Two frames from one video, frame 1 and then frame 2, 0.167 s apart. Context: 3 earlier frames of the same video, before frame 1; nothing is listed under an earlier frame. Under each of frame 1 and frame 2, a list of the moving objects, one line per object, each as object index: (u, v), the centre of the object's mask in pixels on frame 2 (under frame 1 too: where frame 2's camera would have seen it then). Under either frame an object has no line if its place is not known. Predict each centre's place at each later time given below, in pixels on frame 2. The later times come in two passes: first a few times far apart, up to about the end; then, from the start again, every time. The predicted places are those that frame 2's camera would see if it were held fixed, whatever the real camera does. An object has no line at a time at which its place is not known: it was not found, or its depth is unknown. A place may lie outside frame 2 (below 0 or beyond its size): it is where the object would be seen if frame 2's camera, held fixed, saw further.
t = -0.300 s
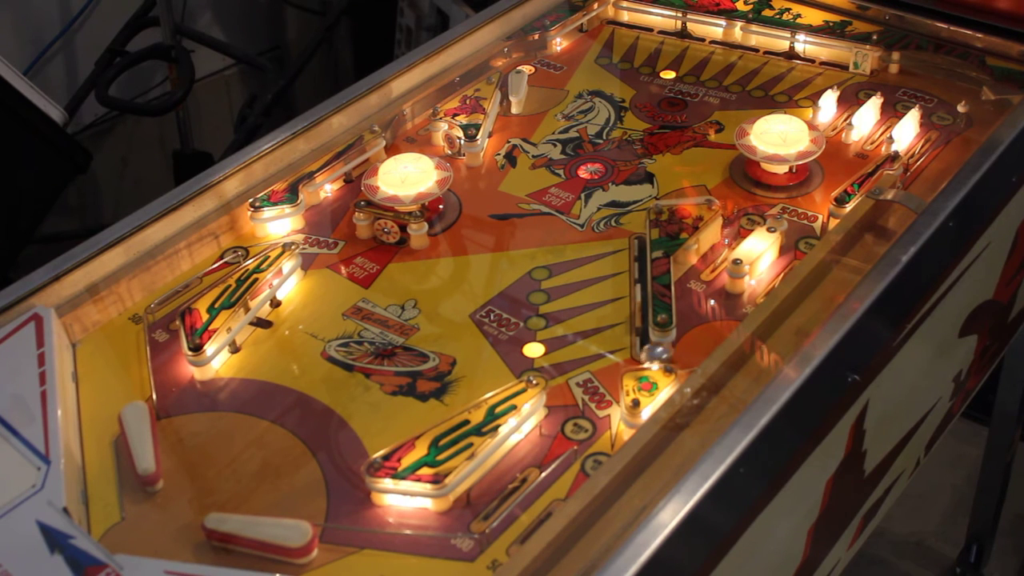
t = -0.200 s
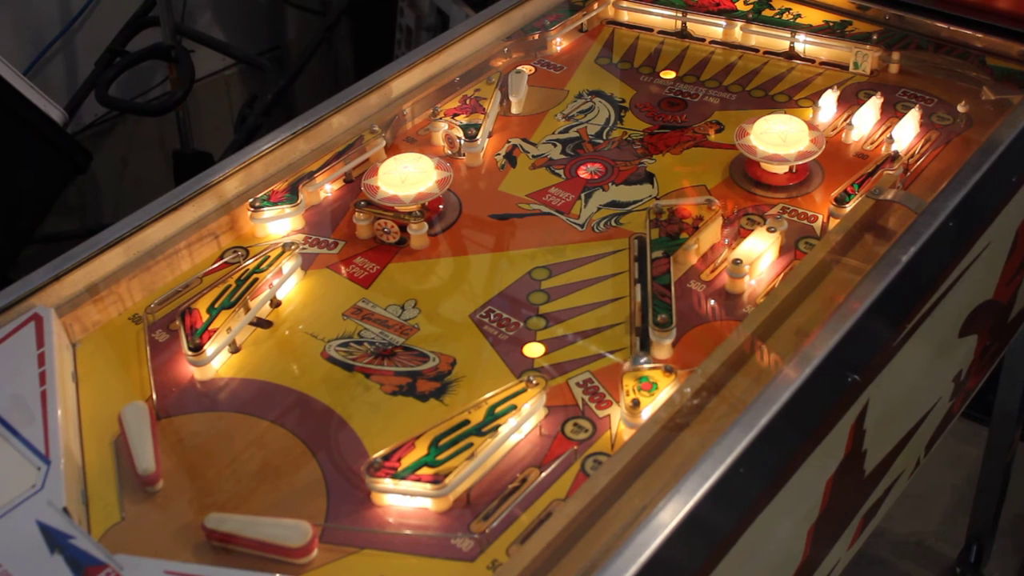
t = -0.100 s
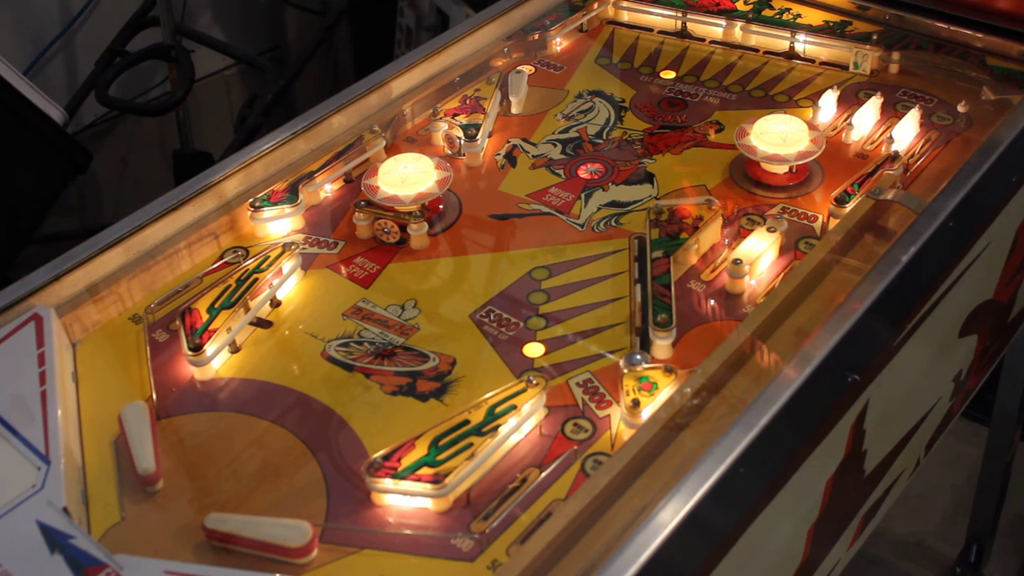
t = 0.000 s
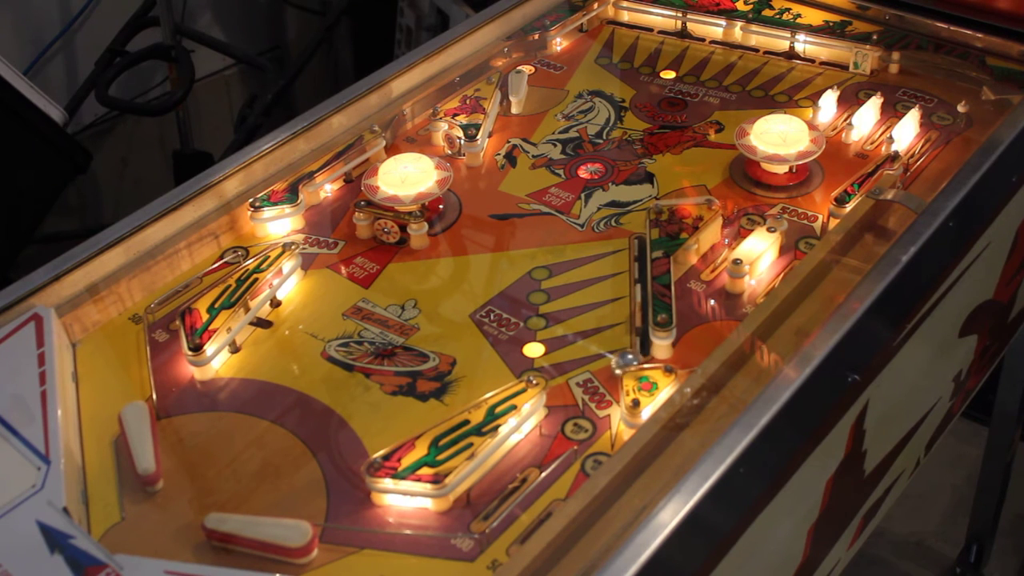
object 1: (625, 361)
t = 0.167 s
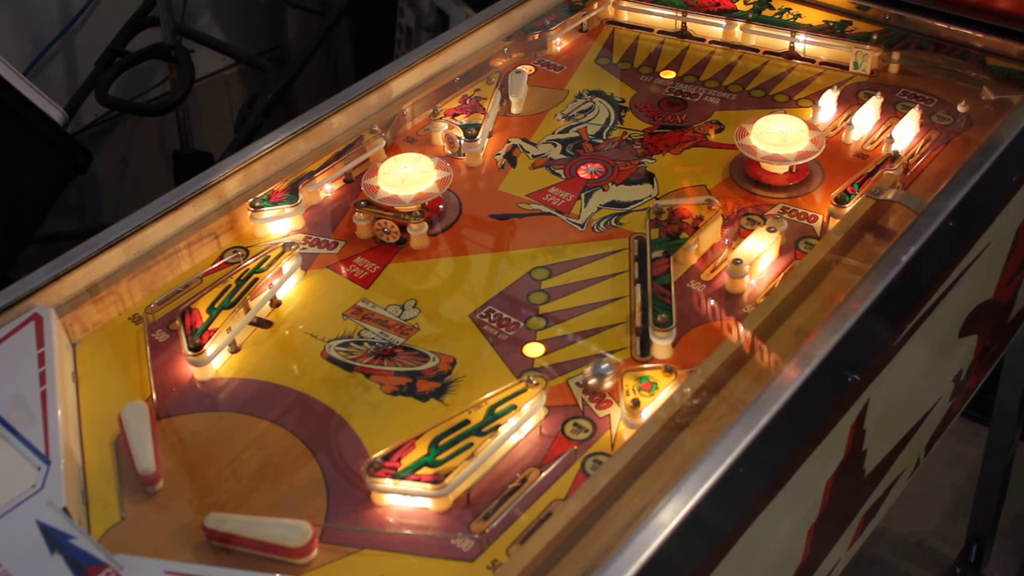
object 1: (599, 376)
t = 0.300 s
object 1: (569, 393)
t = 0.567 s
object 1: (598, 409)
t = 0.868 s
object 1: (572, 427)
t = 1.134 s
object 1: (562, 433)
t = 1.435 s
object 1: (506, 481)
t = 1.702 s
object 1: (462, 516)
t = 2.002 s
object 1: (470, 517)
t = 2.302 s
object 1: (440, 518)
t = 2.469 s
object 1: (408, 517)
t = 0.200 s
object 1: (593, 380)
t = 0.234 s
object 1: (587, 384)
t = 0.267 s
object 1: (579, 388)
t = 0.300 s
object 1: (569, 393)
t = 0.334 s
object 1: (564, 399)
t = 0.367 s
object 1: (570, 399)
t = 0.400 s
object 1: (579, 400)
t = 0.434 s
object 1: (586, 401)
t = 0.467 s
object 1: (593, 403)
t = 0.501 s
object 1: (596, 407)
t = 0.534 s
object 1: (601, 409)
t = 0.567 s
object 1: (598, 409)
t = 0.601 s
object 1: (593, 411)
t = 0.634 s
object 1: (588, 413)
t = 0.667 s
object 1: (581, 414)
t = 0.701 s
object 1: (574, 416)
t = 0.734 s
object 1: (566, 419)
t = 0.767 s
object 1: (563, 420)
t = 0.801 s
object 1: (566, 422)
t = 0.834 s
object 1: (570, 425)
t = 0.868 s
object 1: (572, 427)
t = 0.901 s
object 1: (573, 429)
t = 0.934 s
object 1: (573, 429)
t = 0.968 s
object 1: (573, 429)
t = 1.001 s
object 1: (572, 428)
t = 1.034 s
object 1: (571, 428)
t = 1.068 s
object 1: (568, 429)
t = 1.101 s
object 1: (565, 431)
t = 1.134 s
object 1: (562, 433)
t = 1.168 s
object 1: (557, 436)
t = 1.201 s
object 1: (553, 439)
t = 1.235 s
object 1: (548, 443)
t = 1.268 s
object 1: (541, 448)
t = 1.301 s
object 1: (535, 453)
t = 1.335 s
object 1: (528, 459)
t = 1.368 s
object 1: (523, 465)
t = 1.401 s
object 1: (517, 473)
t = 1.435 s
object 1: (506, 481)
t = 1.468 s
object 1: (498, 490)
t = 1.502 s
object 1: (487, 500)
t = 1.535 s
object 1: (476, 510)
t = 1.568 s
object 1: (464, 516)
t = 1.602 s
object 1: (457, 513)
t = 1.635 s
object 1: (455, 515)
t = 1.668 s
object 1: (457, 517)
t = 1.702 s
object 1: (462, 516)
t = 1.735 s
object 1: (466, 514)
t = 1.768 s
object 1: (468, 513)
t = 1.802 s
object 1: (470, 513)
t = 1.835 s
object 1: (471, 513)
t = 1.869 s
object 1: (472, 514)
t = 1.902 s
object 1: (472, 514)
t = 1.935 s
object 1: (472, 516)
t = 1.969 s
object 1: (471, 518)
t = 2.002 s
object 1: (470, 517)
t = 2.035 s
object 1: (469, 517)
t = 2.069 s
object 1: (467, 516)
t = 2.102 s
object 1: (465, 517)
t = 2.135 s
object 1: (461, 518)
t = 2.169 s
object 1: (458, 518)
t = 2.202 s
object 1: (454, 518)
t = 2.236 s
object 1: (451, 518)
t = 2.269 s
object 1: (445, 518)
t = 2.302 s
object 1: (440, 518)
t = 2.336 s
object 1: (435, 518)
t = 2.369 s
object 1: (429, 518)
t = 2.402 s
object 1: (422, 518)
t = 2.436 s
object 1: (415, 518)
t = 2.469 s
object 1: (408, 517)
